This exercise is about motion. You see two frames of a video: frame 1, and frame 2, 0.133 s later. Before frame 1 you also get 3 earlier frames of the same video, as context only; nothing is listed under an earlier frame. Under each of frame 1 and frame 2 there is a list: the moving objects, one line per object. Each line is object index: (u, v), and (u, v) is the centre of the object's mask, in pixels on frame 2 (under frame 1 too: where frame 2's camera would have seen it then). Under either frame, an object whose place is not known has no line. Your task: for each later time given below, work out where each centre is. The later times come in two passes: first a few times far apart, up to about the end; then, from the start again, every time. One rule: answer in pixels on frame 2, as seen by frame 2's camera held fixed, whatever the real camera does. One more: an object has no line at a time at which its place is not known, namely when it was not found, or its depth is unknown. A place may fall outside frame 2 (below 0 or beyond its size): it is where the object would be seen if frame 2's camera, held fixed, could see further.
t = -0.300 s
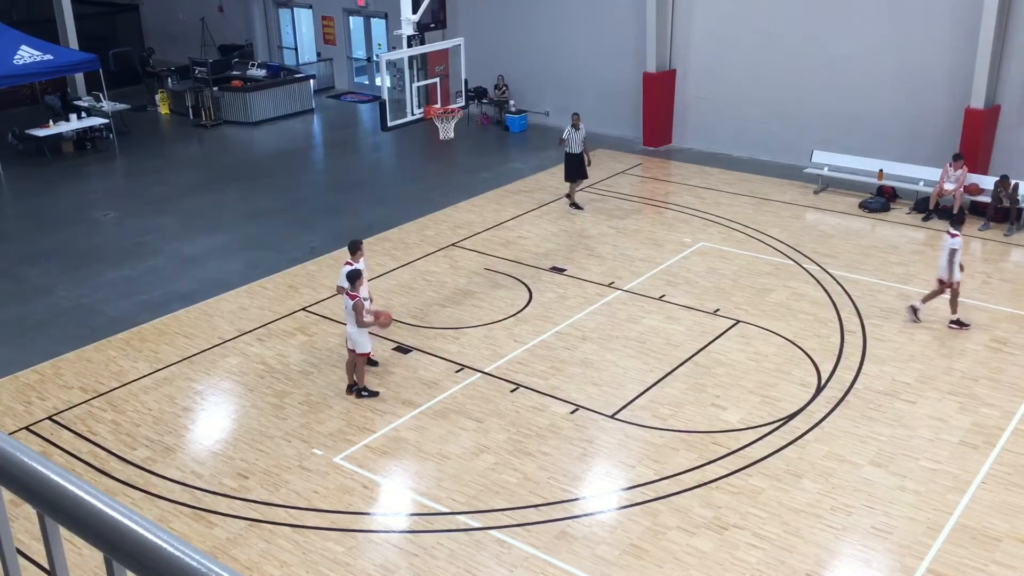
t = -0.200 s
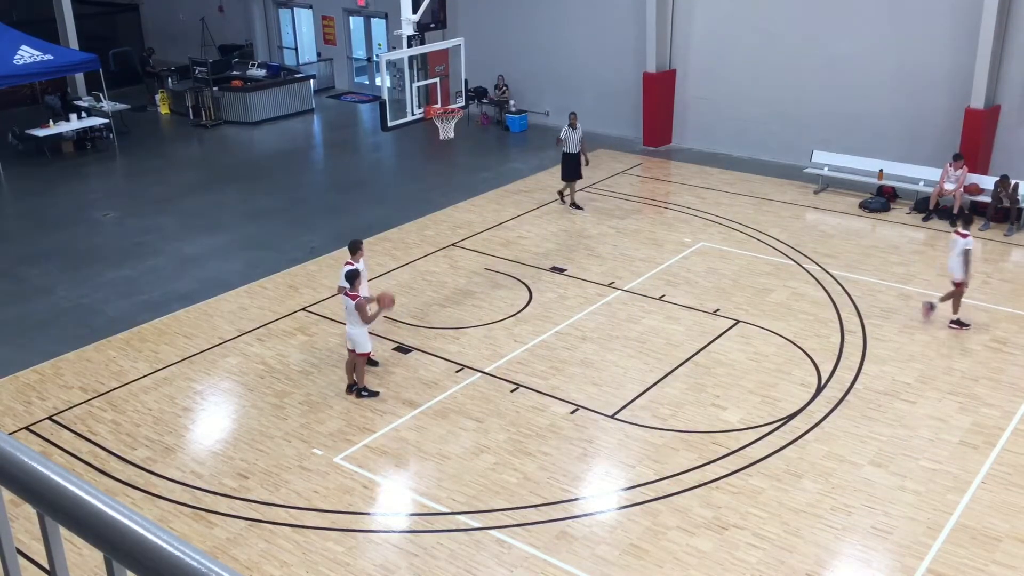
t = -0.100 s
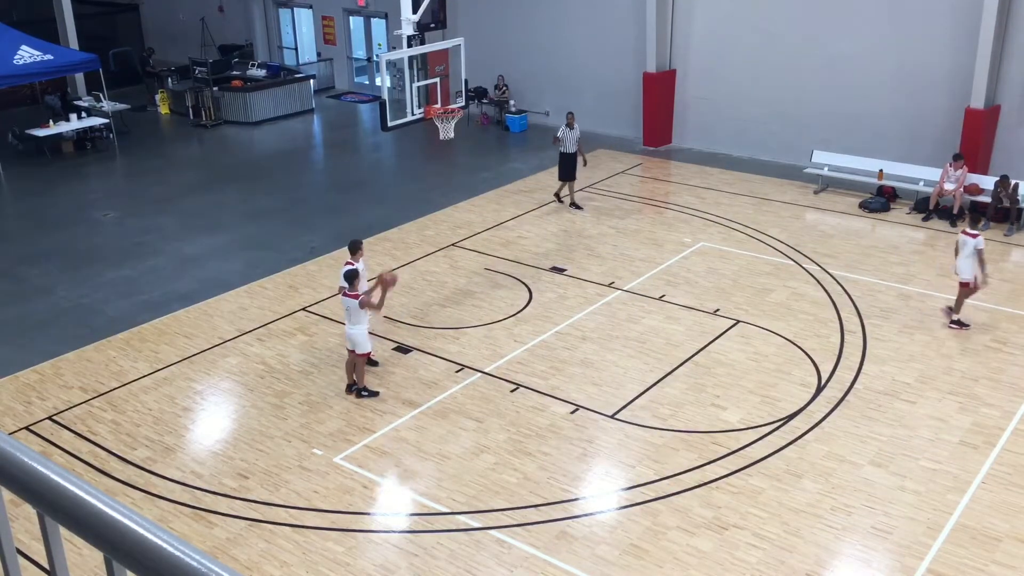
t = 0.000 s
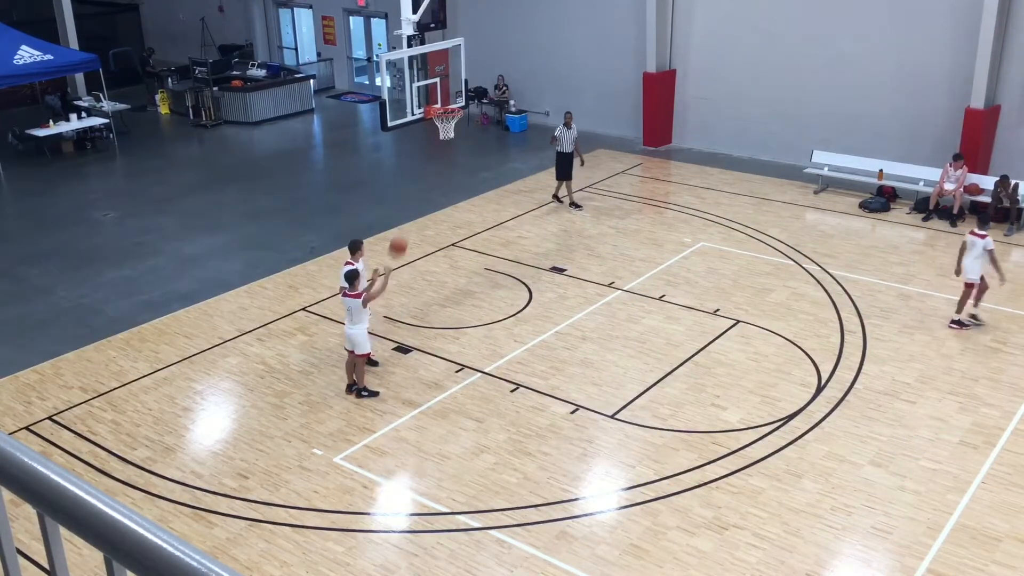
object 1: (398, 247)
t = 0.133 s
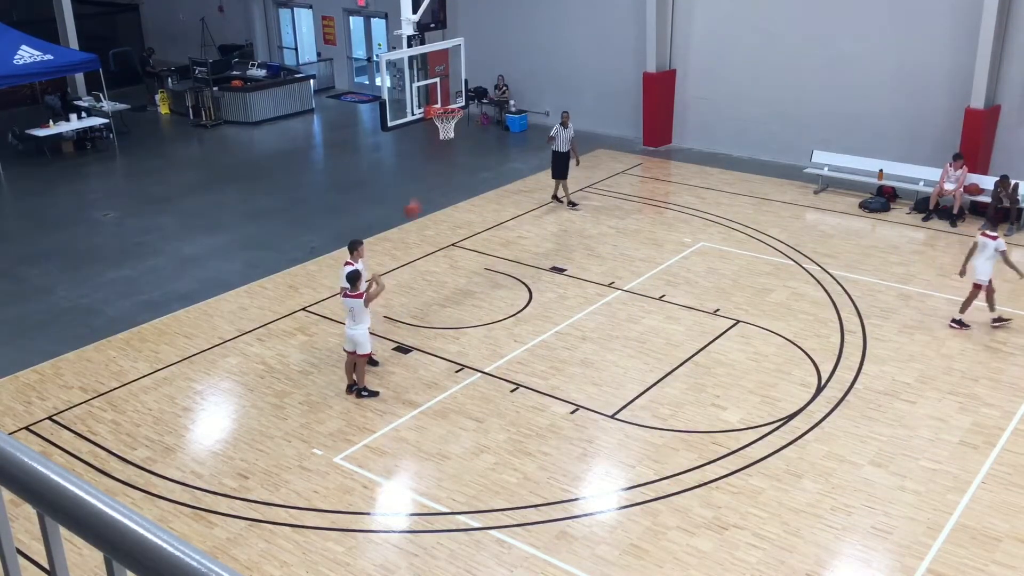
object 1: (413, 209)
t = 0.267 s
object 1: (427, 187)
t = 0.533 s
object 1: (453, 178)
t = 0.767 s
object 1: (473, 204)
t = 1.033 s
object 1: (490, 210)
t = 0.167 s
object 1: (417, 202)
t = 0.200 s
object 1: (420, 196)
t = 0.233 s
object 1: (424, 191)
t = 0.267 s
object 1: (427, 187)
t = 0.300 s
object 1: (430, 184)
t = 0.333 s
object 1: (434, 180)
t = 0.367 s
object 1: (437, 178)
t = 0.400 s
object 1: (440, 177)
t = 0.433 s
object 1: (443, 177)
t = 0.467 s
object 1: (447, 177)
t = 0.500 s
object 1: (449, 177)
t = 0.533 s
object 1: (453, 178)
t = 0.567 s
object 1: (456, 180)
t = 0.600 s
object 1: (459, 182)
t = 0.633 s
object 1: (462, 186)
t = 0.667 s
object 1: (465, 189)
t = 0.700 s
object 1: (467, 194)
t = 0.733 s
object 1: (470, 198)
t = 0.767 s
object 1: (473, 204)
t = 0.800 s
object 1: (476, 209)
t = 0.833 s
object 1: (479, 215)
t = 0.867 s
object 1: (481, 222)
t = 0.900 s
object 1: (484, 228)
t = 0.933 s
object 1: (486, 236)
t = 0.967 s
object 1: (488, 227)
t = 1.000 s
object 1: (489, 218)
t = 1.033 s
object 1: (490, 210)
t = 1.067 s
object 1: (491, 201)
